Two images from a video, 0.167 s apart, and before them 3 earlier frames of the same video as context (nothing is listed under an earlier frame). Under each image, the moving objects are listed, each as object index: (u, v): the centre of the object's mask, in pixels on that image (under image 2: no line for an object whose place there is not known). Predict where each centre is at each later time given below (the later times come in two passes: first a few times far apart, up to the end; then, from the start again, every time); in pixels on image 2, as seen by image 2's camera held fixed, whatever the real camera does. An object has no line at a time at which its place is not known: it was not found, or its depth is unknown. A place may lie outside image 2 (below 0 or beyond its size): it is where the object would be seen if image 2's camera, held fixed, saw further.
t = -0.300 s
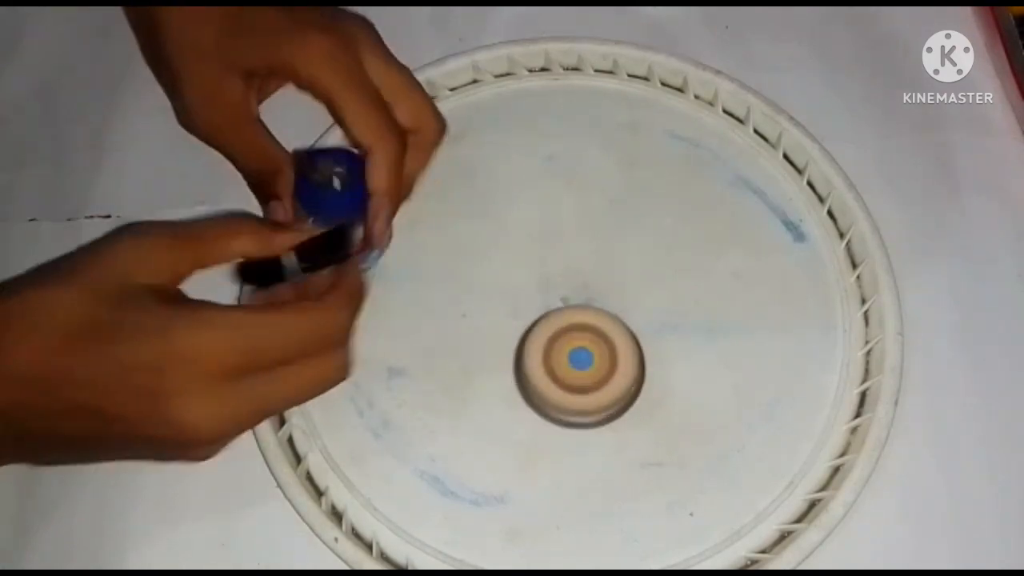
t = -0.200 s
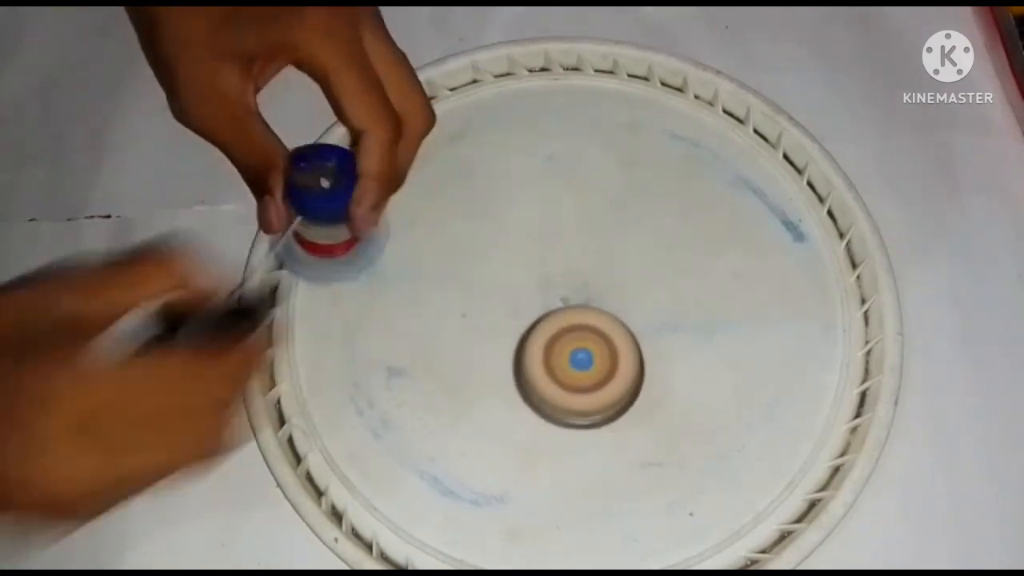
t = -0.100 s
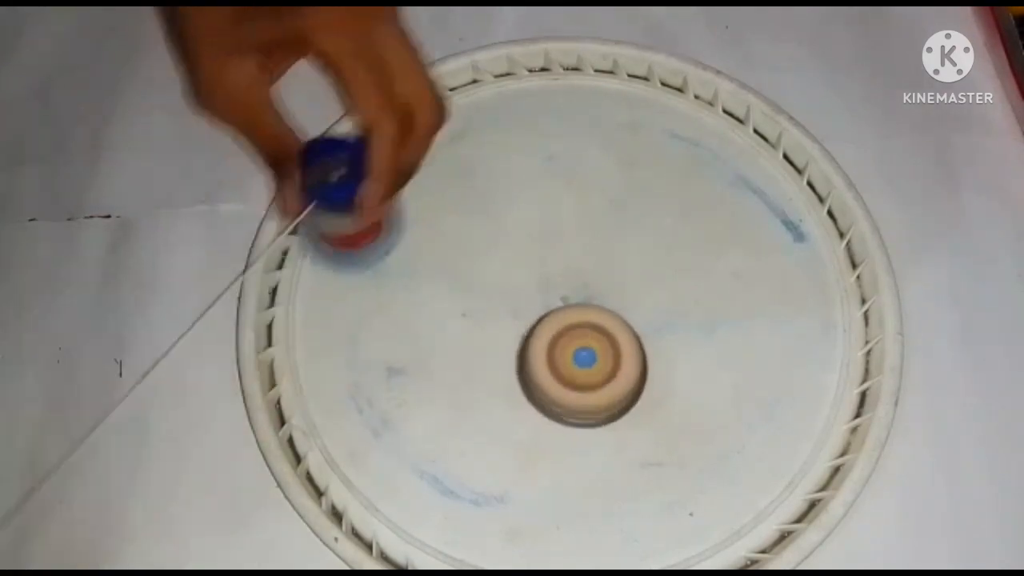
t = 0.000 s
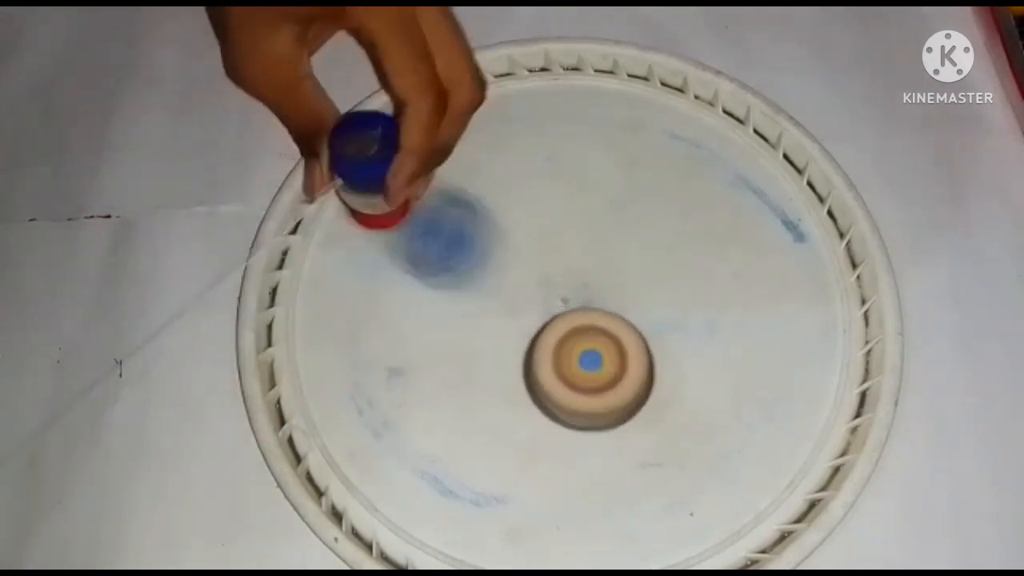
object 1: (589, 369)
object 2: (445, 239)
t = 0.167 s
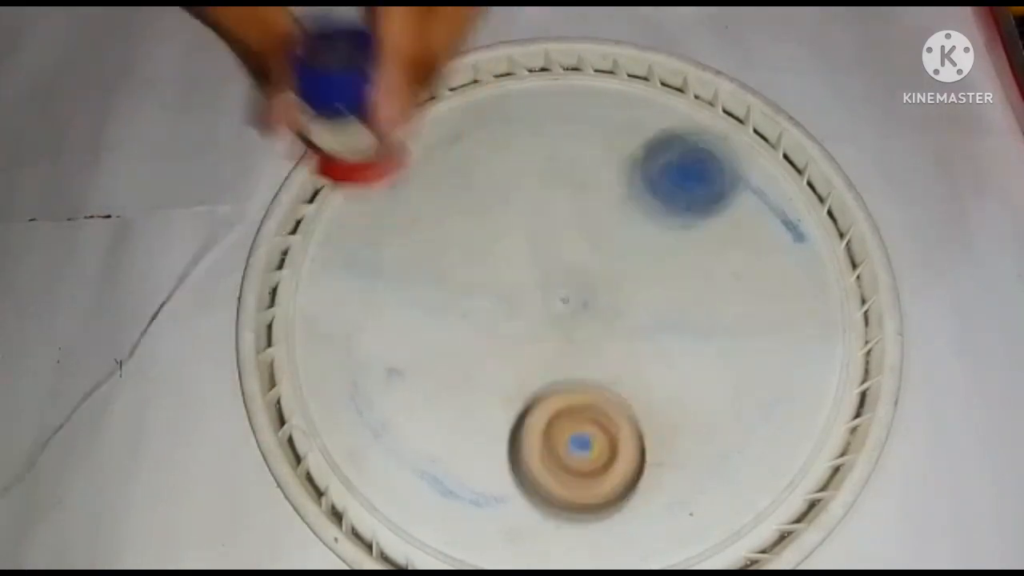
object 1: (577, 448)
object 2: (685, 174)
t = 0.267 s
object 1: (551, 503)
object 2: (723, 122)
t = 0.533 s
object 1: (463, 517)
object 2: (444, 224)
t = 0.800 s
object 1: (458, 459)
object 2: (560, 263)
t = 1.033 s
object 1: (521, 389)
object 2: (809, 304)
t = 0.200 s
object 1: (571, 466)
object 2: (717, 149)
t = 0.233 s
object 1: (563, 485)
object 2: (742, 116)
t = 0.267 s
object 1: (551, 503)
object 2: (723, 122)
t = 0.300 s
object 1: (535, 513)
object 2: (679, 151)
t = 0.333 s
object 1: (520, 518)
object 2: (642, 162)
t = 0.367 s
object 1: (506, 523)
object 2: (594, 182)
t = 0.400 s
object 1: (494, 527)
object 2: (553, 194)
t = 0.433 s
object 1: (482, 529)
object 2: (520, 197)
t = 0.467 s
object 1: (472, 527)
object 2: (487, 210)
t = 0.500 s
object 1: (468, 520)
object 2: (463, 220)
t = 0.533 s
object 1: (463, 517)
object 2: (444, 224)
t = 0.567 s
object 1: (458, 514)
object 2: (431, 228)
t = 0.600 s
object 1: (454, 510)
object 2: (427, 230)
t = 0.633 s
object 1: (452, 505)
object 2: (429, 233)
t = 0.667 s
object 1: (451, 499)
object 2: (443, 236)
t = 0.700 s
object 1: (449, 490)
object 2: (464, 239)
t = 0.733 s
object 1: (451, 479)
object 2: (495, 244)
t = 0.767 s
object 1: (455, 470)
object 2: (526, 251)
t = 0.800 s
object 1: (458, 459)
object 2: (560, 263)
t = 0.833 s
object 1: (463, 449)
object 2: (593, 273)
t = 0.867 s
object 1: (472, 439)
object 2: (629, 279)
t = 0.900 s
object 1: (479, 427)
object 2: (664, 283)
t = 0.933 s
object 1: (487, 417)
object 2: (700, 289)
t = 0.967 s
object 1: (499, 407)
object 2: (736, 296)
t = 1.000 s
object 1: (509, 396)
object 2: (775, 301)
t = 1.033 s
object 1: (521, 389)
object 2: (809, 304)
